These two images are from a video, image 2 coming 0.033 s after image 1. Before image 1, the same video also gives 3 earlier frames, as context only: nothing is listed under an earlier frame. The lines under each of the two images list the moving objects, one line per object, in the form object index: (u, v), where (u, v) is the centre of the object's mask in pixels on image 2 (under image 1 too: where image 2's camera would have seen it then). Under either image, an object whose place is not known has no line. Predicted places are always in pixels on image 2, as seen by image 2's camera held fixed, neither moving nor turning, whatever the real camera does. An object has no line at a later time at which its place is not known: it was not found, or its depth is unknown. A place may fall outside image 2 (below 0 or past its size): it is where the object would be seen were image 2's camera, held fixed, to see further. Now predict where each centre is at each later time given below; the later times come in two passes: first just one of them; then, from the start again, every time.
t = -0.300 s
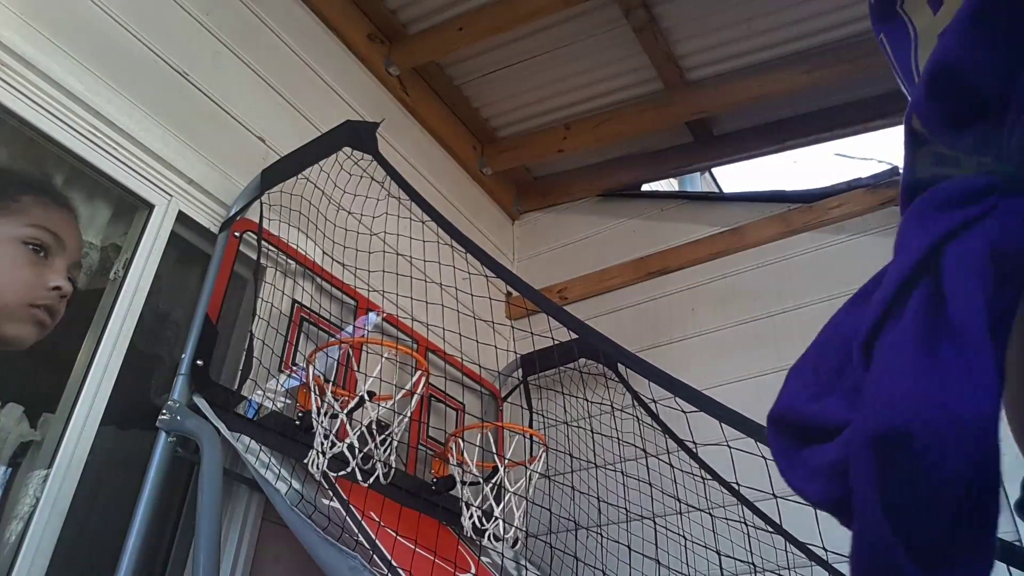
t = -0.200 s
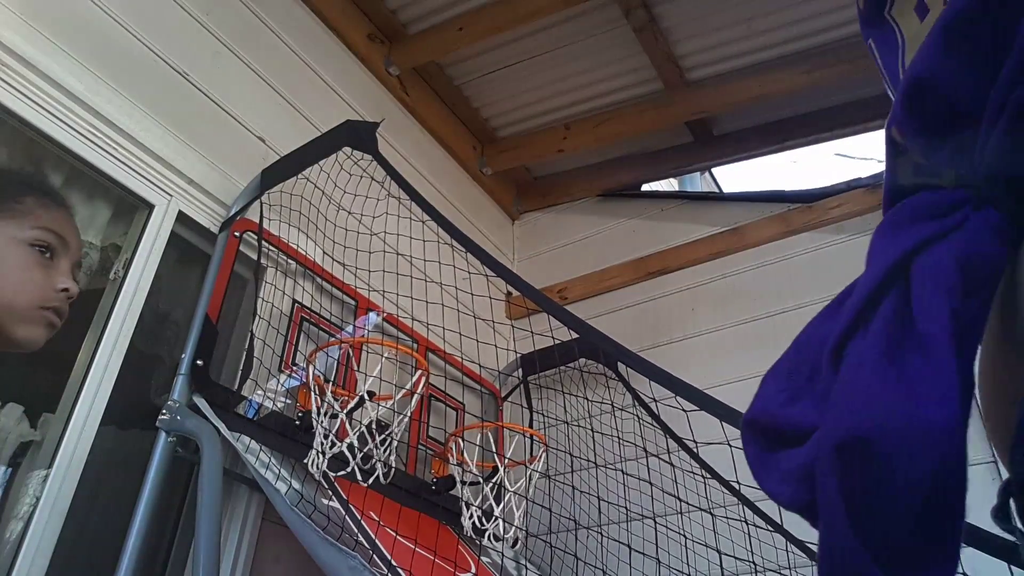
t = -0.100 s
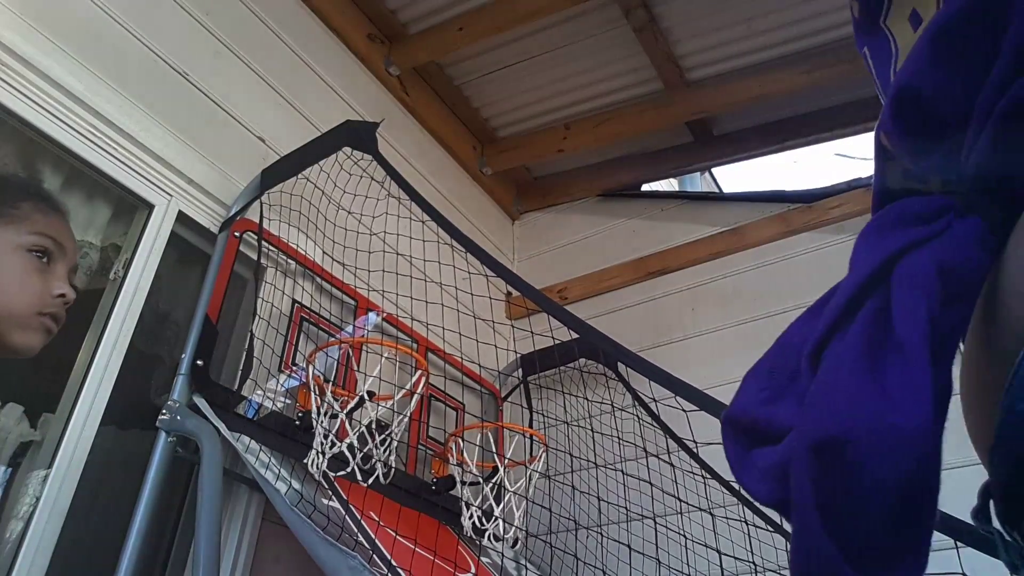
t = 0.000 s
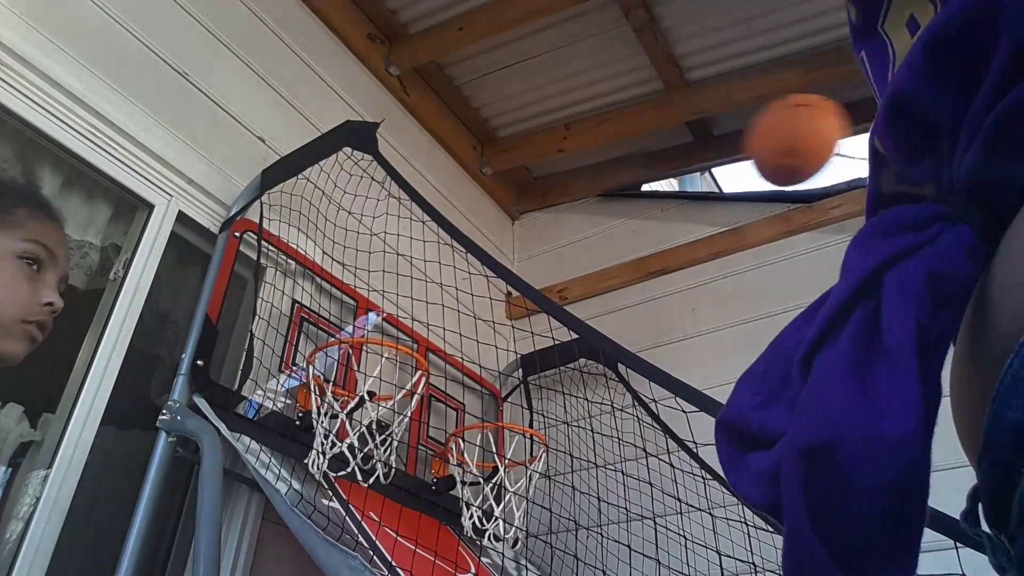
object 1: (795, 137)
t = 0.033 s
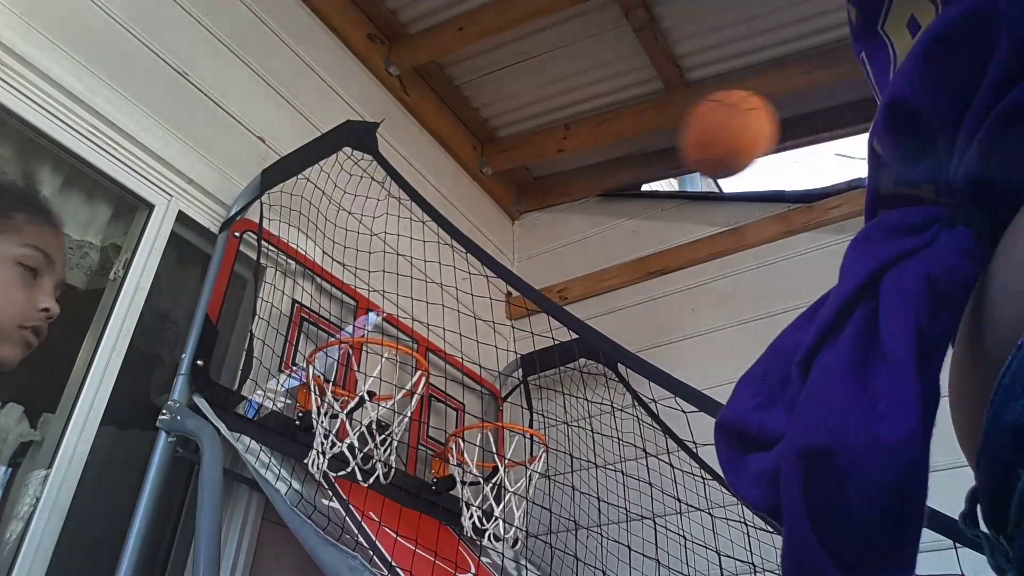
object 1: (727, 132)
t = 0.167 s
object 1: (517, 146)
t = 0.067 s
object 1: (669, 132)
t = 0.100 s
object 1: (613, 135)
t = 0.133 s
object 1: (563, 140)
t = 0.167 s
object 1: (517, 146)
